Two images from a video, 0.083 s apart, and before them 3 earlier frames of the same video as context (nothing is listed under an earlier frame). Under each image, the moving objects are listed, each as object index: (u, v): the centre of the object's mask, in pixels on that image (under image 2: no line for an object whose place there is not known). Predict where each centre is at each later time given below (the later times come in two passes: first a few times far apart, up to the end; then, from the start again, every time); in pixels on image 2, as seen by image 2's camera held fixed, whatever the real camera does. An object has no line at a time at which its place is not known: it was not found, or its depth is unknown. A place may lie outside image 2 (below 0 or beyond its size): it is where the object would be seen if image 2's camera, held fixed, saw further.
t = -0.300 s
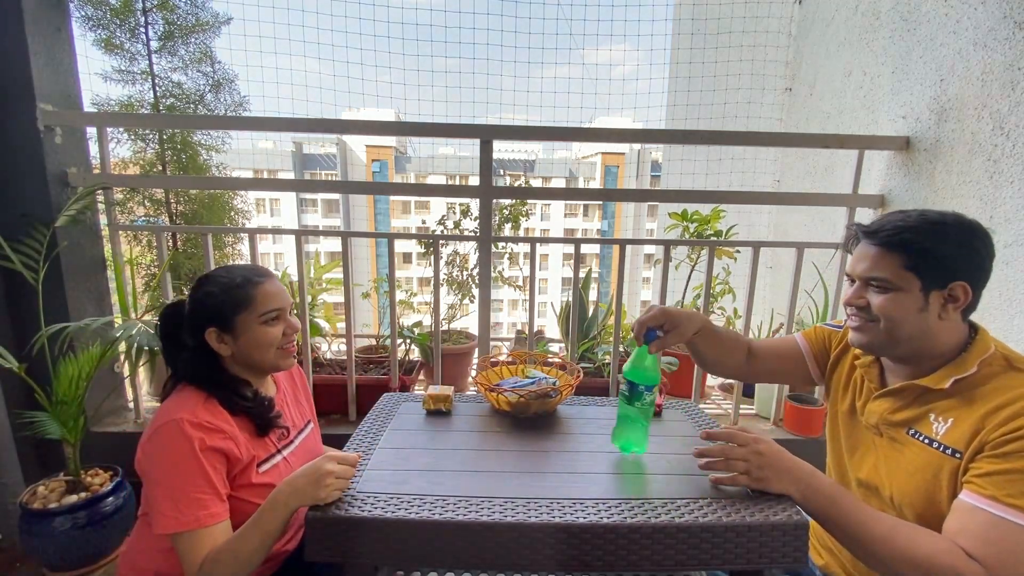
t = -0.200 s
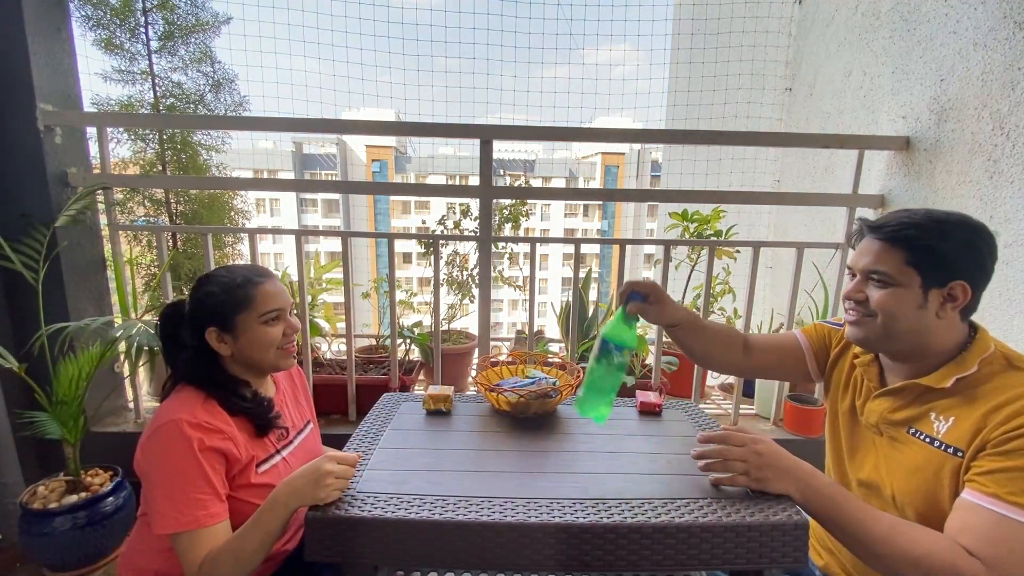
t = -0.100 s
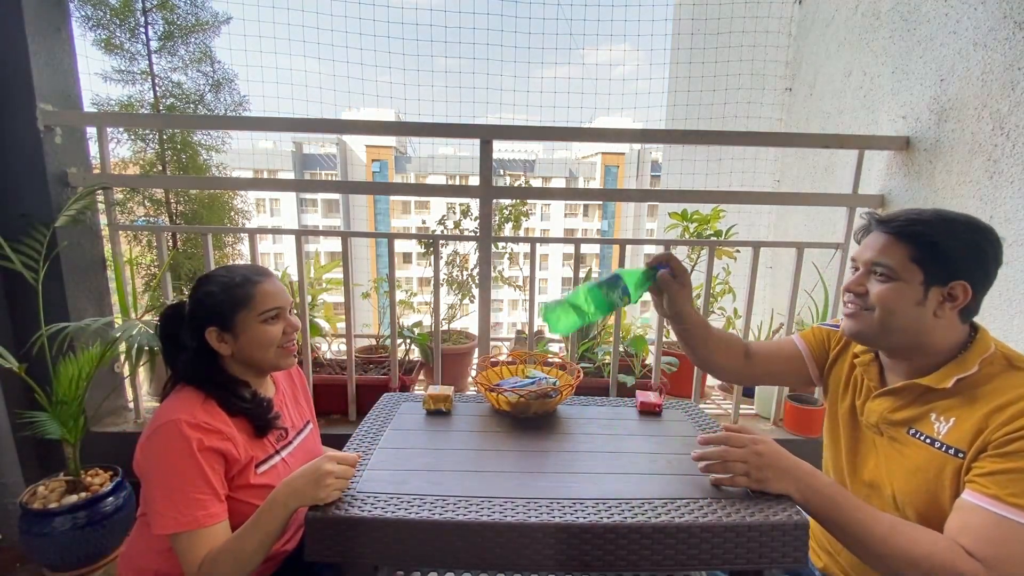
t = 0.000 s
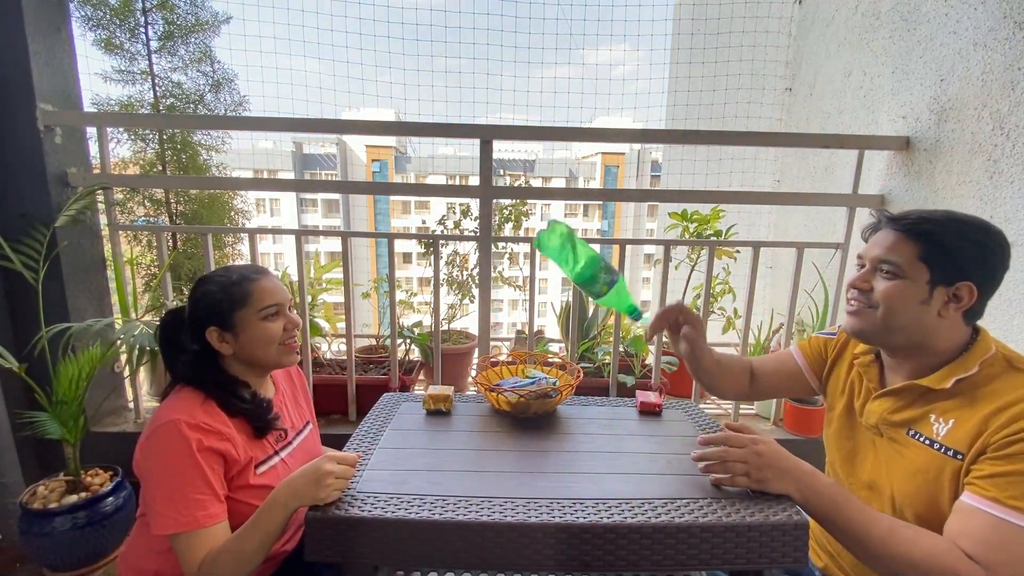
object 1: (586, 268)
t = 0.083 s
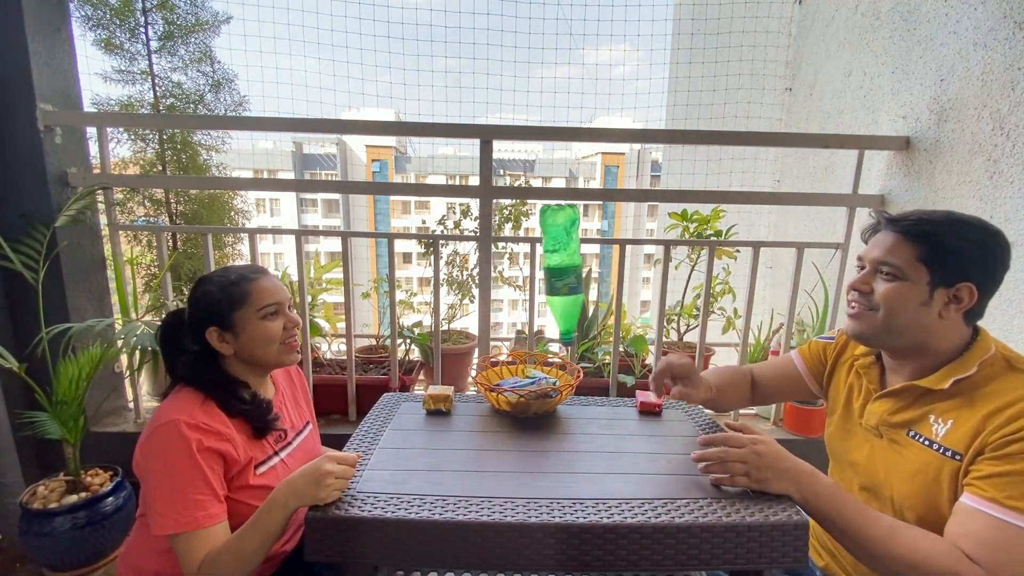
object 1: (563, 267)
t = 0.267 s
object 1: (519, 362)
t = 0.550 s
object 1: (491, 435)
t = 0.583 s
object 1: (484, 445)
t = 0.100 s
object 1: (558, 268)
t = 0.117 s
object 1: (553, 274)
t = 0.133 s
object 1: (549, 277)
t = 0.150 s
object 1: (545, 284)
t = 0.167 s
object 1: (540, 292)
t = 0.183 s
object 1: (535, 301)
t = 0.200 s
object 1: (531, 311)
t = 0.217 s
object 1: (527, 322)
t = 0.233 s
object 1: (524, 334)
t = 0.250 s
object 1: (521, 348)
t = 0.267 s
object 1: (519, 362)
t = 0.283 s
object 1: (517, 378)
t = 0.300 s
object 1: (516, 395)
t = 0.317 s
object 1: (514, 414)
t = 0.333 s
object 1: (512, 433)
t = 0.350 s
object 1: (510, 452)
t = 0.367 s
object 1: (510, 456)
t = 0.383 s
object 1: (512, 451)
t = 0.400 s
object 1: (513, 444)
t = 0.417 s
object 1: (513, 439)
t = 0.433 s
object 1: (513, 435)
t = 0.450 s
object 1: (512, 432)
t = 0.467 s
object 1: (508, 431)
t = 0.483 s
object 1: (504, 430)
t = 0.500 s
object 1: (500, 429)
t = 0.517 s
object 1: (497, 430)
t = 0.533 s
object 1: (494, 432)
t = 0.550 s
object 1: (491, 435)
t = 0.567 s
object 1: (488, 439)
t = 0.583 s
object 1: (484, 445)
